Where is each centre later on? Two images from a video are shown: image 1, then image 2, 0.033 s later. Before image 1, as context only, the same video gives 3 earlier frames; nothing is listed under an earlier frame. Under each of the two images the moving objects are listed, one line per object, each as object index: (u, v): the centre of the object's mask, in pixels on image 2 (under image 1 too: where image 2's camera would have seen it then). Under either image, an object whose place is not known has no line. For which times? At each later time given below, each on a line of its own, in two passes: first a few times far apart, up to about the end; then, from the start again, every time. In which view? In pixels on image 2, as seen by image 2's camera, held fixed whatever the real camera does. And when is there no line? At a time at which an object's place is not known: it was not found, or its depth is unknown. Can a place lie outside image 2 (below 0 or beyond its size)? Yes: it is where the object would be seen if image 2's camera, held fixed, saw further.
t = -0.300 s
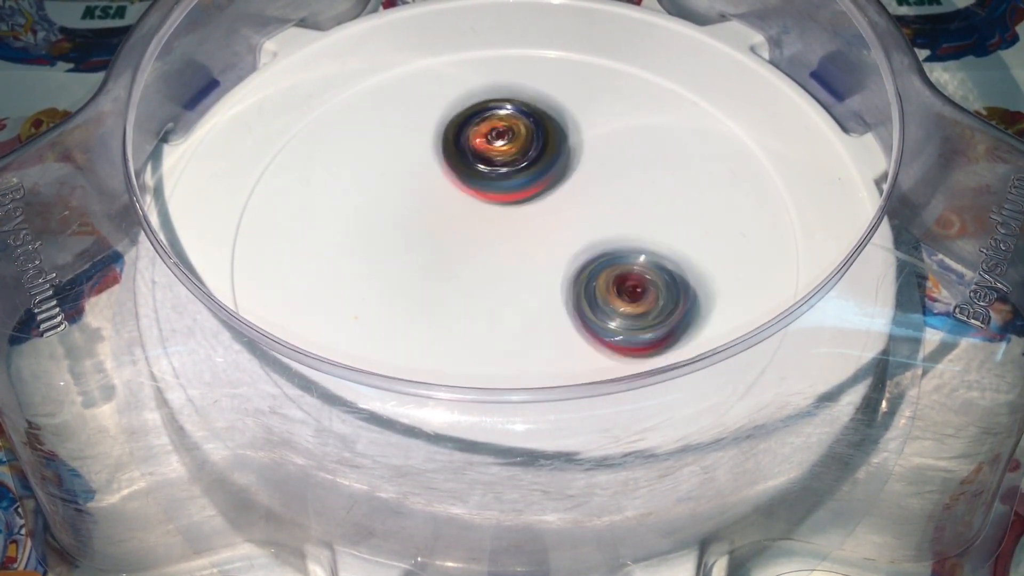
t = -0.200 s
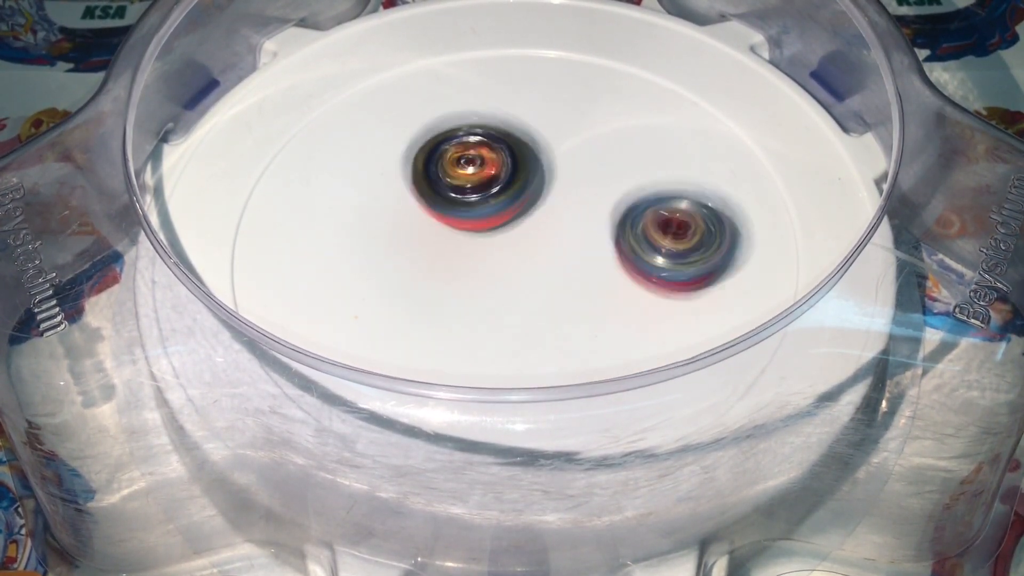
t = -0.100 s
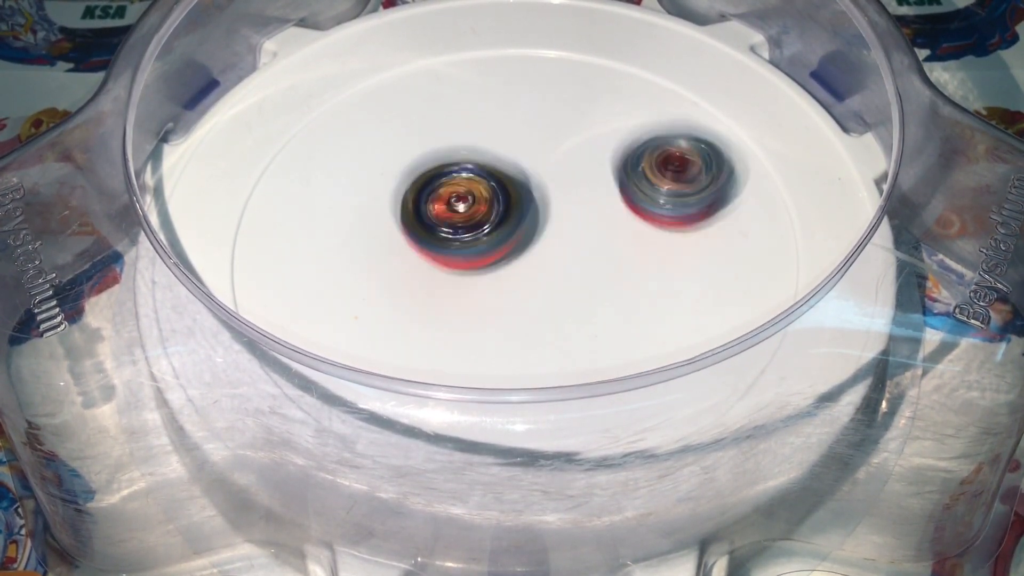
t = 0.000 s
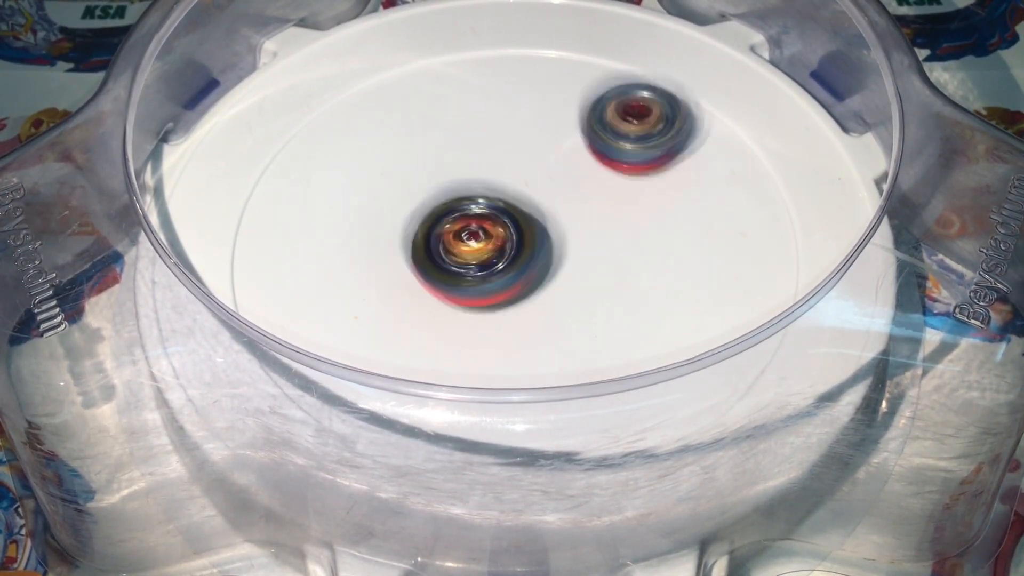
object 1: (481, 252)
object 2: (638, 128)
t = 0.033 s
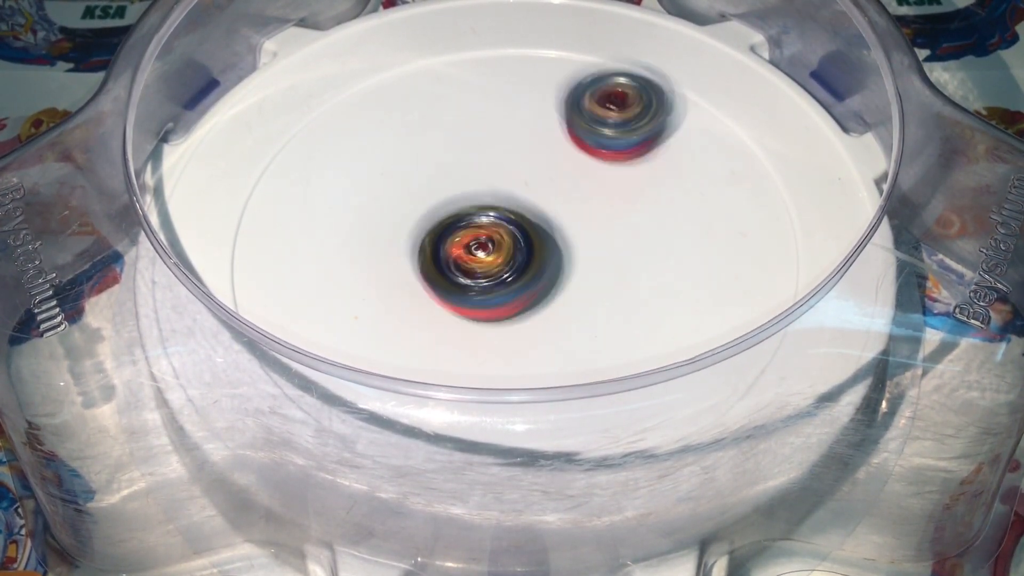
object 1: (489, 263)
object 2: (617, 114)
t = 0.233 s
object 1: (569, 293)
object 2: (472, 113)
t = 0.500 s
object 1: (610, 221)
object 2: (386, 259)
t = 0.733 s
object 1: (518, 181)
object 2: (521, 348)
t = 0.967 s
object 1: (427, 210)
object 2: (667, 270)
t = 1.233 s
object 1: (478, 277)
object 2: (577, 136)
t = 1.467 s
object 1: (580, 242)
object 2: (421, 136)
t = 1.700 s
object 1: (592, 170)
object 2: (381, 255)
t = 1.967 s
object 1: (498, 169)
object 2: (569, 322)
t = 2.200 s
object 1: (472, 245)
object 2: (681, 226)
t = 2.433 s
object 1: (538, 298)
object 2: (586, 137)
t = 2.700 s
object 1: (600, 239)
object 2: (418, 181)
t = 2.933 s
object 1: (538, 181)
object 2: (401, 296)
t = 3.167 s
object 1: (451, 182)
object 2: (560, 323)
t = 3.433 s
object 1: (462, 254)
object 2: (637, 197)
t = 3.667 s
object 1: (560, 262)
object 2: (542, 120)
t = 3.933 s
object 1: (610, 197)
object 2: (414, 193)
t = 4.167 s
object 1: (536, 172)
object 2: (454, 305)
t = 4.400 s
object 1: (467, 221)
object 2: (607, 318)
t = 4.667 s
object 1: (492, 290)
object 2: (624, 196)
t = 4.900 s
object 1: (568, 260)
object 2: (507, 140)
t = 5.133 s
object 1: (559, 191)
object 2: (395, 187)
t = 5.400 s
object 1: (480, 167)
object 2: (464, 296)
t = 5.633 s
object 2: (611, 287)
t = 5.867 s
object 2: (644, 191)
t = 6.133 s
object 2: (505, 155)
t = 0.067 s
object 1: (499, 273)
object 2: (595, 105)
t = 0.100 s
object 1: (511, 280)
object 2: (570, 99)
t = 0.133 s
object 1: (524, 286)
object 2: (546, 98)
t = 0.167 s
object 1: (538, 291)
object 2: (521, 99)
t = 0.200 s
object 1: (553, 293)
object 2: (494, 105)
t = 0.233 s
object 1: (569, 293)
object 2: (472, 113)
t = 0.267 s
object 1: (583, 291)
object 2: (449, 126)
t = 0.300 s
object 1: (596, 285)
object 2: (430, 141)
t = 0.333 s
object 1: (607, 277)
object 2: (413, 158)
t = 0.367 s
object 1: (615, 267)
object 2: (399, 177)
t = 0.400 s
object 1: (619, 256)
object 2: (391, 196)
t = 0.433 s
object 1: (620, 244)
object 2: (385, 217)
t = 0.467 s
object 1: (616, 233)
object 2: (383, 238)
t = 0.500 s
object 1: (610, 221)
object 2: (386, 259)
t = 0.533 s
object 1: (601, 212)
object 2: (393, 280)
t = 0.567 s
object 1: (590, 203)
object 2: (405, 299)
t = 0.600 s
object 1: (577, 196)
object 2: (422, 317)
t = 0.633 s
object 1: (563, 190)
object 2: (440, 329)
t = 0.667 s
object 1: (548, 186)
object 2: (465, 339)
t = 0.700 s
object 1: (533, 183)
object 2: (491, 345)
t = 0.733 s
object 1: (518, 181)
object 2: (521, 348)
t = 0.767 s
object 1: (501, 181)
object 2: (548, 347)
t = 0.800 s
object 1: (486, 182)
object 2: (578, 342)
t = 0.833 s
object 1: (473, 184)
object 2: (604, 335)
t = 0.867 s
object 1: (459, 189)
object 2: (629, 325)
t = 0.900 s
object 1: (447, 194)
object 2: (648, 309)
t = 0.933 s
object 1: (436, 201)
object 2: (660, 291)
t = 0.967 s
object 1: (427, 210)
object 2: (667, 270)
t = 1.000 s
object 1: (423, 219)
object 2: (670, 249)
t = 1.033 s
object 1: (421, 230)
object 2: (667, 227)
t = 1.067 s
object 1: (421, 241)
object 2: (660, 208)
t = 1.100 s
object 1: (426, 251)
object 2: (648, 189)
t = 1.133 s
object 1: (436, 261)
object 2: (634, 173)
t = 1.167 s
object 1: (448, 268)
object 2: (617, 159)
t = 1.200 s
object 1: (462, 274)
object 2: (598, 147)
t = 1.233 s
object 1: (478, 277)
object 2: (577, 136)
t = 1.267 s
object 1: (496, 279)
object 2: (555, 128)
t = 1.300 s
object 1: (513, 276)
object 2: (533, 121)
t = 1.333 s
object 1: (529, 272)
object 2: (510, 119)
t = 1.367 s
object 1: (544, 267)
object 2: (487, 119)
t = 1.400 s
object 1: (558, 260)
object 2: (464, 122)
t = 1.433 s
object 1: (570, 252)
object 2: (441, 128)
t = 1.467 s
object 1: (580, 242)
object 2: (421, 136)
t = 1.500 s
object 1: (588, 232)
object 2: (403, 148)
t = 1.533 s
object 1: (595, 221)
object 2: (388, 161)
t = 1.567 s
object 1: (600, 211)
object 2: (376, 178)
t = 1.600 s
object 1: (602, 199)
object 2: (369, 197)
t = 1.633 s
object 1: (600, 189)
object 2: (368, 217)
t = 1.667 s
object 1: (598, 179)
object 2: (372, 236)
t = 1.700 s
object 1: (592, 170)
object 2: (381, 255)
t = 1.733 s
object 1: (583, 162)
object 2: (396, 274)
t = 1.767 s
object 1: (572, 156)
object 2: (414, 290)
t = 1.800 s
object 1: (561, 153)
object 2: (436, 302)
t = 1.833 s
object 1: (547, 151)
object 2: (461, 312)
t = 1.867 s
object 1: (533, 152)
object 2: (488, 319)
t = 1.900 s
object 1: (520, 155)
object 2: (515, 324)
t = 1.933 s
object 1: (508, 162)
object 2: (541, 325)
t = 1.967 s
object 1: (498, 169)
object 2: (569, 322)
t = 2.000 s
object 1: (489, 178)
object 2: (595, 315)
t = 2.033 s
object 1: (481, 188)
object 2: (617, 305)
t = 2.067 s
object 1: (476, 199)
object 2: (638, 293)
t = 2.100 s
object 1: (471, 211)
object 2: (655, 279)
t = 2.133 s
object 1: (469, 222)
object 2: (668, 262)
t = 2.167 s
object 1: (470, 234)
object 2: (677, 244)
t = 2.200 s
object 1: (472, 245)
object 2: (681, 226)
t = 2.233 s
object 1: (476, 256)
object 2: (679, 208)
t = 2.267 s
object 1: (481, 267)
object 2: (673, 190)
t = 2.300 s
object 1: (489, 277)
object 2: (663, 175)
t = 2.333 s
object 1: (500, 285)
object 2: (647, 162)
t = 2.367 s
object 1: (512, 291)
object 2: (629, 151)
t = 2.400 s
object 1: (524, 296)
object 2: (610, 143)
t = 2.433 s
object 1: (538, 298)
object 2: (586, 137)
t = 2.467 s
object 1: (552, 298)
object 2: (563, 134)
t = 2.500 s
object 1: (566, 296)
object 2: (540, 134)
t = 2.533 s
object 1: (579, 291)
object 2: (517, 137)
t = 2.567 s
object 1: (590, 283)
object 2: (493, 142)
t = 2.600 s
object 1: (597, 273)
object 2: (472, 149)
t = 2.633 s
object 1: (601, 262)
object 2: (453, 158)
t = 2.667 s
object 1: (602, 251)
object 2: (436, 169)
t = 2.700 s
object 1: (600, 239)
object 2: (418, 181)
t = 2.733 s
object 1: (596, 228)
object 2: (405, 196)
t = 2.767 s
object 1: (590, 218)
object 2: (394, 212)
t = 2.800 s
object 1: (582, 209)
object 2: (386, 228)
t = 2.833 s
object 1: (573, 201)
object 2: (383, 245)
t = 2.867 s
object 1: (562, 193)
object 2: (384, 263)
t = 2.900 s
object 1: (550, 186)
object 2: (390, 281)
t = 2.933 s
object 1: (538, 181)
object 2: (401, 296)
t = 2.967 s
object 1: (526, 177)
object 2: (416, 310)
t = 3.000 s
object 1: (512, 174)
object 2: (436, 323)
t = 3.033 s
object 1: (499, 172)
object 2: (459, 330)
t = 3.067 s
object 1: (486, 172)
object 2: (485, 334)
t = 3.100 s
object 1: (473, 173)
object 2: (510, 334)
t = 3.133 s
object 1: (461, 177)
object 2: (536, 331)
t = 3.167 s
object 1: (451, 182)
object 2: (560, 323)
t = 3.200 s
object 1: (441, 189)
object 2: (583, 312)
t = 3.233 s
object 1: (433, 198)
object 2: (600, 300)
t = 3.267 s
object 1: (430, 207)
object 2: (615, 283)
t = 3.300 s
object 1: (430, 217)
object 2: (627, 266)
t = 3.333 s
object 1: (433, 227)
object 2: (634, 249)
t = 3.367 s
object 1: (440, 238)
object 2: (639, 232)
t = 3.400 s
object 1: (450, 247)
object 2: (640, 215)
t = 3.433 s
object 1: (462, 254)
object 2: (637, 197)
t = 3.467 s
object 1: (475, 261)
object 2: (631, 182)
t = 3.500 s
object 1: (489, 265)
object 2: (623, 167)
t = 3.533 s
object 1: (502, 268)
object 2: (611, 154)
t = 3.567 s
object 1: (517, 269)
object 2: (597, 142)
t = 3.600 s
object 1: (532, 267)
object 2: (581, 132)
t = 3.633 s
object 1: (546, 265)
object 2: (562, 125)
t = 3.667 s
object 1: (560, 262)
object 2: (542, 120)
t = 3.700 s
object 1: (573, 257)
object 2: (521, 119)
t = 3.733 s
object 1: (584, 250)
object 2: (501, 122)
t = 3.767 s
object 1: (593, 242)
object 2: (481, 127)
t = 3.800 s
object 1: (601, 234)
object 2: (461, 136)
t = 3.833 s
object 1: (607, 225)
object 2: (446, 147)
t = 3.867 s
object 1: (612, 215)
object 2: (432, 161)
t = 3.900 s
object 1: (613, 206)
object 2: (422, 176)
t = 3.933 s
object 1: (610, 197)
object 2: (414, 193)
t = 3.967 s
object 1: (605, 188)
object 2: (410, 211)
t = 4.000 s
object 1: (597, 180)
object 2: (409, 228)
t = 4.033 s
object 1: (586, 175)
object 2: (411, 246)
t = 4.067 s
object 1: (575, 172)
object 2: (418, 264)
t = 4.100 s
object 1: (561, 170)
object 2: (427, 278)
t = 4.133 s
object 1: (549, 170)
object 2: (439, 293)
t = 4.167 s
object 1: (536, 172)
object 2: (454, 305)
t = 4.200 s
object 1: (523, 176)
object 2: (472, 316)
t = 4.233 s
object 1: (511, 181)
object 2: (494, 325)
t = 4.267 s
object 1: (501, 187)
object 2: (516, 331)
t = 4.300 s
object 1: (491, 195)
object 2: (540, 333)
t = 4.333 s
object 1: (481, 203)
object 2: (563, 332)
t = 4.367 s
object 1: (474, 212)
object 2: (584, 327)
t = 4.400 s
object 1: (467, 221)
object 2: (607, 318)
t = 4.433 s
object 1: (462, 230)
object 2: (623, 305)
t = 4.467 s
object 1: (460, 241)
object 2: (635, 291)
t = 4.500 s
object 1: (460, 250)
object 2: (644, 276)
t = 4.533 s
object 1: (461, 261)
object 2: (648, 259)
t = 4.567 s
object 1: (465, 270)
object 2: (647, 243)
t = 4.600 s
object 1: (471, 278)
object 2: (643, 227)
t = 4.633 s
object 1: (480, 284)
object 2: (636, 209)
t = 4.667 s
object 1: (492, 290)
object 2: (624, 196)
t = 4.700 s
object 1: (504, 292)
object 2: (612, 184)
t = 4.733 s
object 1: (518, 292)
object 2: (597, 171)
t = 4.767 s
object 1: (531, 290)
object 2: (581, 162)
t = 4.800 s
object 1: (543, 285)
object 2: (564, 154)
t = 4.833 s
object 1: (553, 279)
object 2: (545, 148)
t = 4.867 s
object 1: (562, 270)
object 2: (526, 143)
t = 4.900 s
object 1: (568, 260)
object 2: (507, 140)
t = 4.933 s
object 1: (572, 251)
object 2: (487, 140)
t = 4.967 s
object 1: (573, 240)
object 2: (467, 142)
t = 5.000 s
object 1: (574, 229)
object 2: (450, 146)
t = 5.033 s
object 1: (573, 220)
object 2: (433, 152)
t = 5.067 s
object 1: (569, 210)
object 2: (417, 162)
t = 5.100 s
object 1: (565, 200)
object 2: (405, 175)
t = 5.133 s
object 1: (559, 191)
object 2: (395, 187)
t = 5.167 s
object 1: (551, 184)
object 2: (389, 203)
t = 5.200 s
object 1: (543, 178)
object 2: (389, 220)
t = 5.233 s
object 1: (533, 172)
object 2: (392, 236)
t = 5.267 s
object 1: (523, 168)
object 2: (398, 251)
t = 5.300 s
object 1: (512, 165)
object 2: (410, 265)
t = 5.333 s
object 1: (500, 163)
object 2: (427, 278)
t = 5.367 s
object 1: (490, 165)
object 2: (444, 289)
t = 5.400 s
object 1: (480, 167)
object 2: (464, 296)
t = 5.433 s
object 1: (470, 173)
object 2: (485, 303)
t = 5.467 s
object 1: (463, 180)
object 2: (508, 307)
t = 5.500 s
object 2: (530, 308)
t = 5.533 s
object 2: (551, 306)
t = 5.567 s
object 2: (573, 302)
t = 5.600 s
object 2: (594, 296)
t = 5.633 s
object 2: (611, 287)
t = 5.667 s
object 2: (627, 275)
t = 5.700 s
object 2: (640, 262)
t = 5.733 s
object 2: (648, 249)
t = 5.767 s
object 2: (655, 234)
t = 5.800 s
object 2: (656, 219)
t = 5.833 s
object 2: (652, 205)
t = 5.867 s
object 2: (644, 191)
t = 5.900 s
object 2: (632, 179)
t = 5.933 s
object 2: (619, 169)
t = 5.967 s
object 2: (601, 161)
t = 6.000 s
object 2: (583, 156)
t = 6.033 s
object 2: (565, 153)
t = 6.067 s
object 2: (544, 152)
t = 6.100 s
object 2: (525, 152)
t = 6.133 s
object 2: (505, 155)
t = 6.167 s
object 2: (485, 159)
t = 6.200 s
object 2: (469, 166)
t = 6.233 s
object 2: (453, 173)
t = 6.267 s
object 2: (436, 182)
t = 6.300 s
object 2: (423, 192)
